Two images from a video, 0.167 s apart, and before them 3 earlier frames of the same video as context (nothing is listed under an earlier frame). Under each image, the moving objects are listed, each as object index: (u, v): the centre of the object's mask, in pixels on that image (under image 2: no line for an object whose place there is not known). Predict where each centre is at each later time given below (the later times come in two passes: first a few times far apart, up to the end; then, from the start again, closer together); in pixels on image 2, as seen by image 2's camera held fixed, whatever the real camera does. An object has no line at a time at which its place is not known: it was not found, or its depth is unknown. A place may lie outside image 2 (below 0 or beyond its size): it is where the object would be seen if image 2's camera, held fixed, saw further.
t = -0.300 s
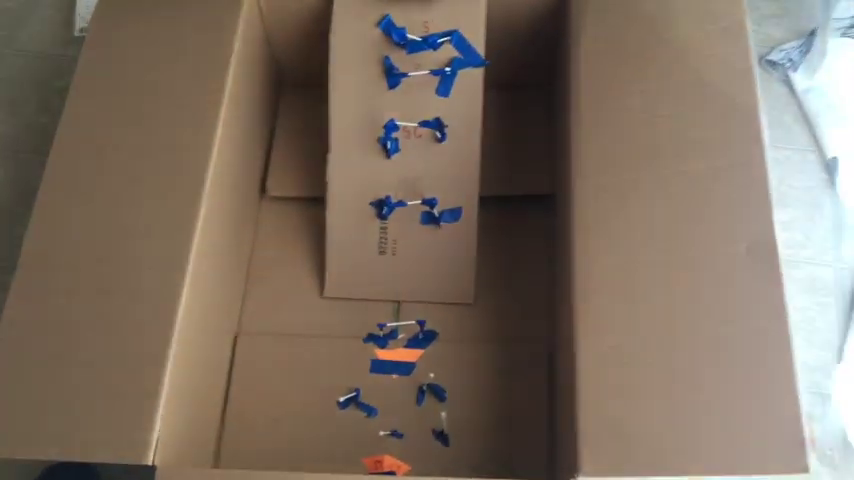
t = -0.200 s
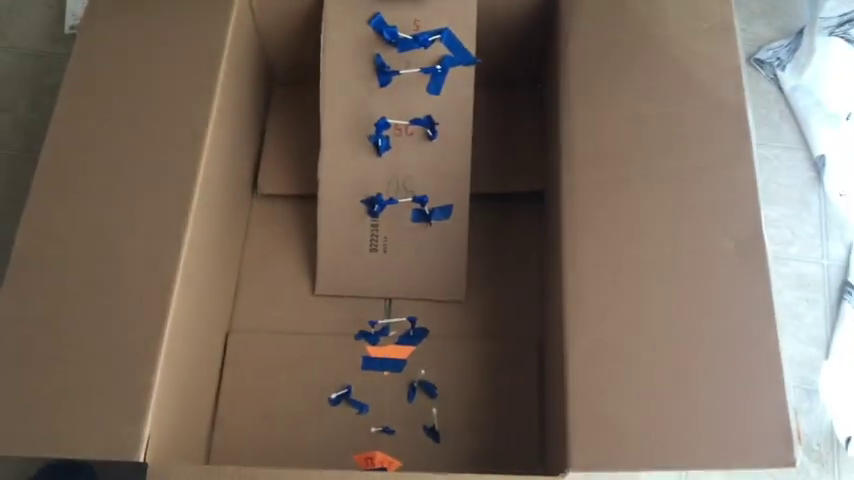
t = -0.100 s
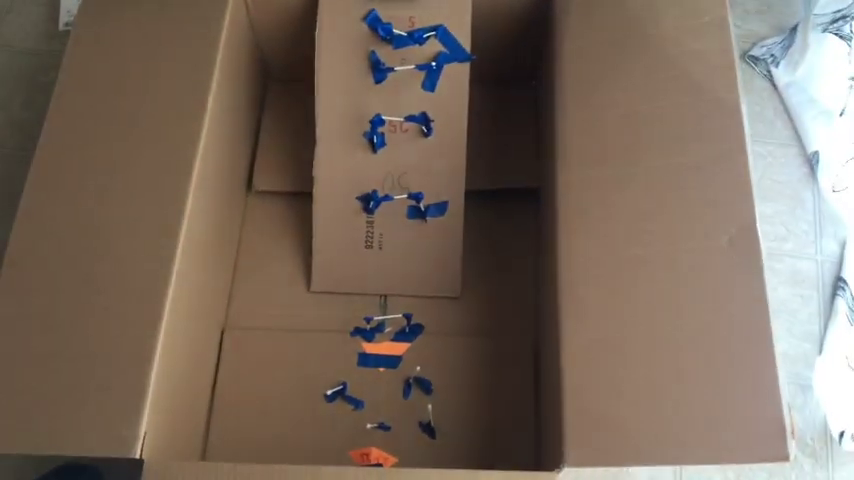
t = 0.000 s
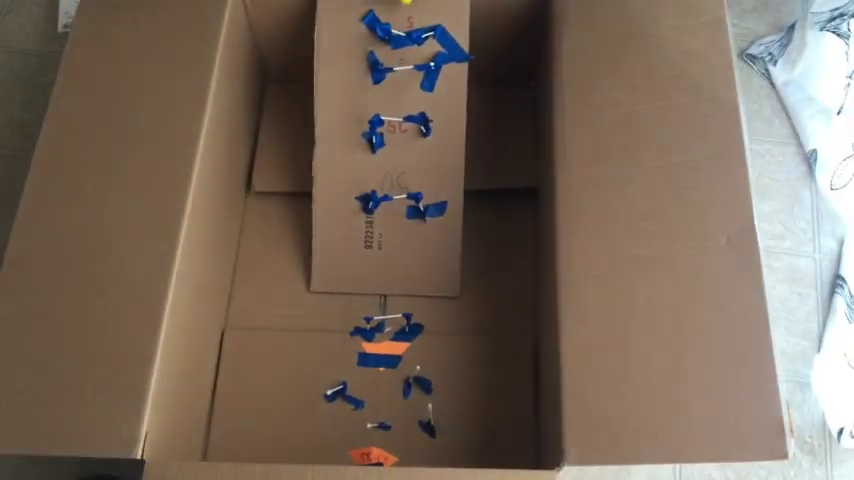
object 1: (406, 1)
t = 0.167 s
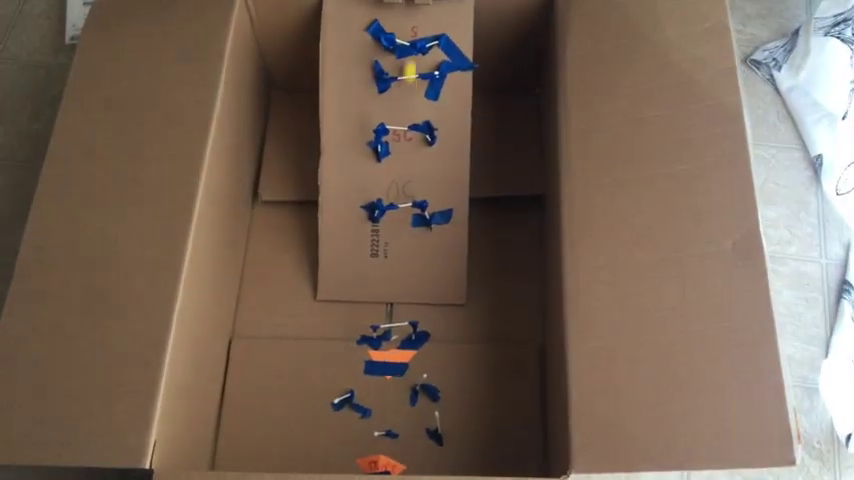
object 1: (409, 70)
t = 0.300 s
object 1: (409, 156)
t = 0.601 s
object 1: (403, 429)
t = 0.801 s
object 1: (417, 410)
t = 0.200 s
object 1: (409, 84)
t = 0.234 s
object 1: (410, 107)
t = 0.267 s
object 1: (410, 132)
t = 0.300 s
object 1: (409, 156)
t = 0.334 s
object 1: (409, 180)
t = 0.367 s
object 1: (407, 211)
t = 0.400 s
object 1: (408, 240)
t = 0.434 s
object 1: (407, 272)
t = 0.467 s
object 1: (406, 305)
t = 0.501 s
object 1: (404, 334)
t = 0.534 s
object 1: (406, 369)
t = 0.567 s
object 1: (404, 398)
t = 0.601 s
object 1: (403, 429)
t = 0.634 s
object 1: (403, 462)
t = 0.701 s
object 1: (411, 467)
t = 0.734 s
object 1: (412, 449)
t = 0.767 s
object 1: (415, 428)
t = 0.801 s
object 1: (417, 410)
